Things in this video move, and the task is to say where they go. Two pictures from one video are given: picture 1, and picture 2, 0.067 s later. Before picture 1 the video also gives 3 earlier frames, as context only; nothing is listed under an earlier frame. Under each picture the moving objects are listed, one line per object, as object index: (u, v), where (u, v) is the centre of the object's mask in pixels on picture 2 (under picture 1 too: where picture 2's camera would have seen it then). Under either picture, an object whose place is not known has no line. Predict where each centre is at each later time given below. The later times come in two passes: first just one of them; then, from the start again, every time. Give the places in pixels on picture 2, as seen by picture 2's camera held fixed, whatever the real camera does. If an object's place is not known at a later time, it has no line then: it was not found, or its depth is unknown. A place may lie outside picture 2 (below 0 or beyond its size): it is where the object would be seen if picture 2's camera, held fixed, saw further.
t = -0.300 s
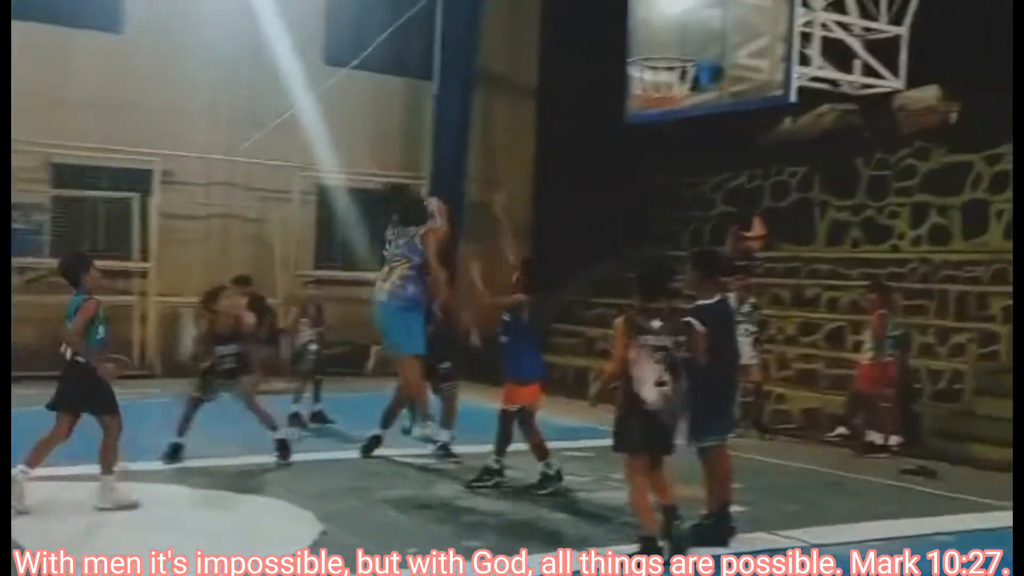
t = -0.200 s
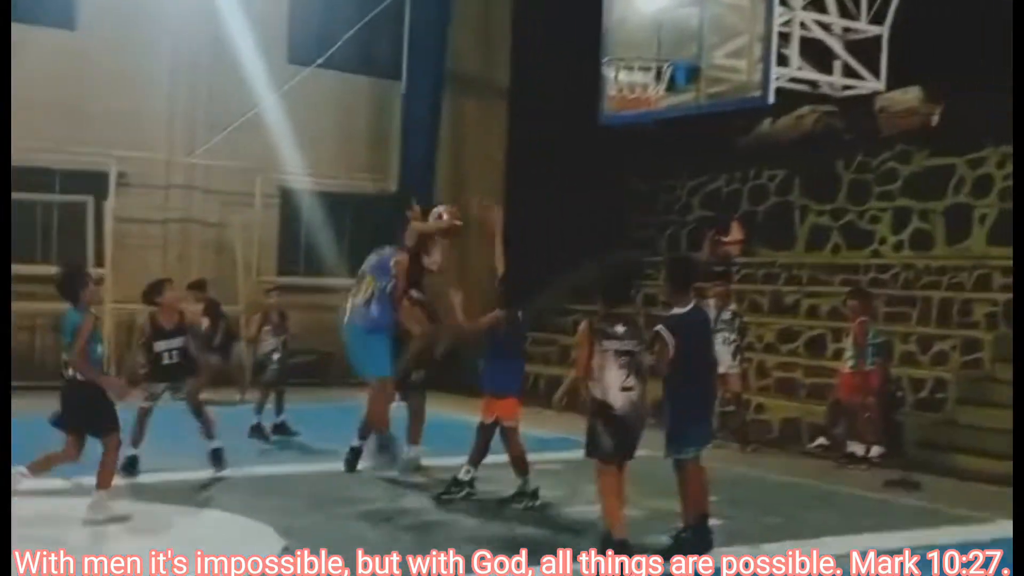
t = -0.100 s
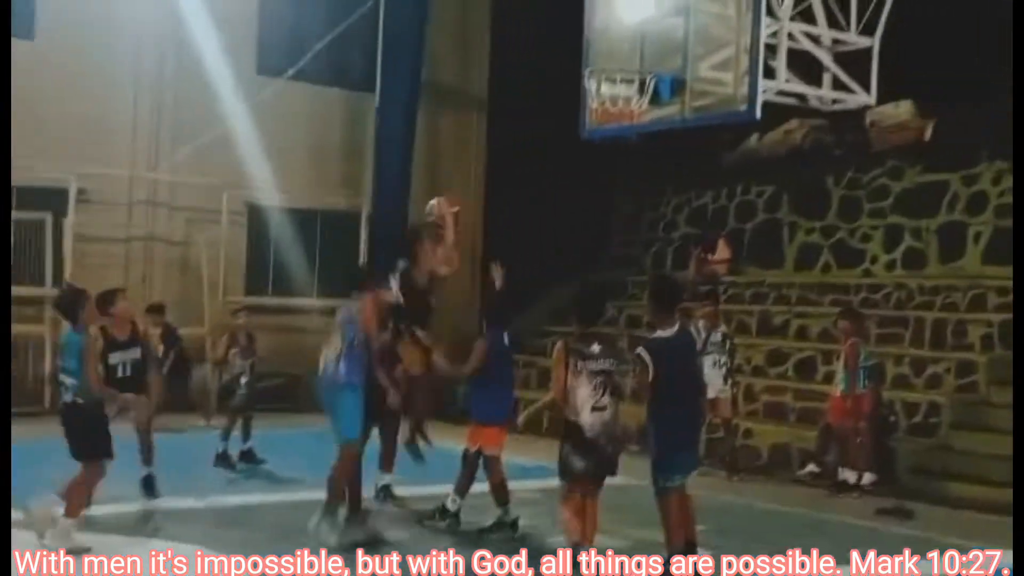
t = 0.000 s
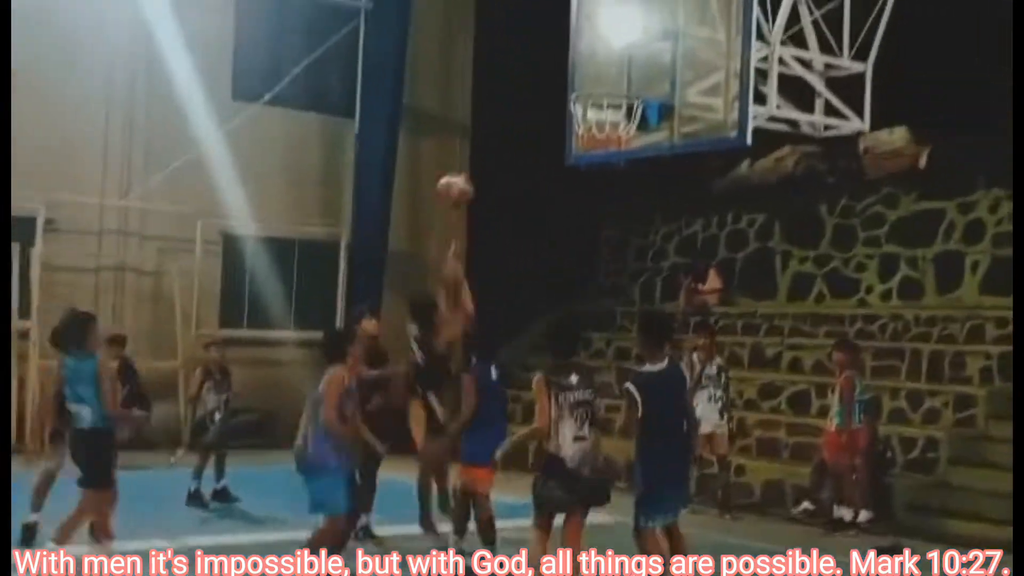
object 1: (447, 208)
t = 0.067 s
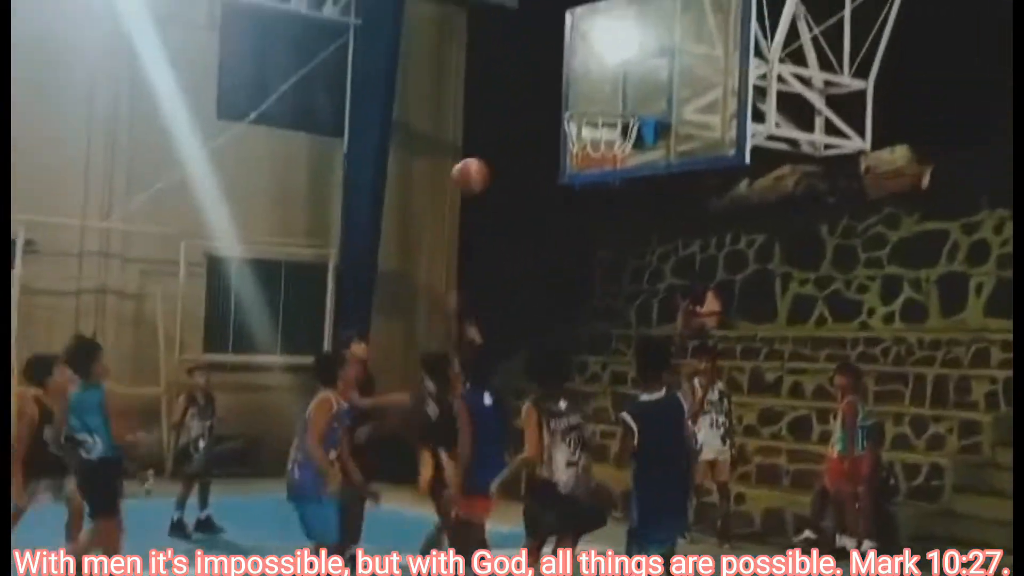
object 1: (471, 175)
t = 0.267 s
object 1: (540, 112)
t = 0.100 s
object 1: (482, 162)
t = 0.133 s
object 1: (493, 149)
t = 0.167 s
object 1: (506, 136)
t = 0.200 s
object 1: (517, 126)
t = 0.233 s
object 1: (528, 119)
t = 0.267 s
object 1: (540, 112)
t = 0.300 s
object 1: (550, 106)
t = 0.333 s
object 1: (558, 103)
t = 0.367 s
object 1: (561, 101)
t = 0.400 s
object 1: (563, 100)
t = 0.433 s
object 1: (565, 101)
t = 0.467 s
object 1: (566, 102)
